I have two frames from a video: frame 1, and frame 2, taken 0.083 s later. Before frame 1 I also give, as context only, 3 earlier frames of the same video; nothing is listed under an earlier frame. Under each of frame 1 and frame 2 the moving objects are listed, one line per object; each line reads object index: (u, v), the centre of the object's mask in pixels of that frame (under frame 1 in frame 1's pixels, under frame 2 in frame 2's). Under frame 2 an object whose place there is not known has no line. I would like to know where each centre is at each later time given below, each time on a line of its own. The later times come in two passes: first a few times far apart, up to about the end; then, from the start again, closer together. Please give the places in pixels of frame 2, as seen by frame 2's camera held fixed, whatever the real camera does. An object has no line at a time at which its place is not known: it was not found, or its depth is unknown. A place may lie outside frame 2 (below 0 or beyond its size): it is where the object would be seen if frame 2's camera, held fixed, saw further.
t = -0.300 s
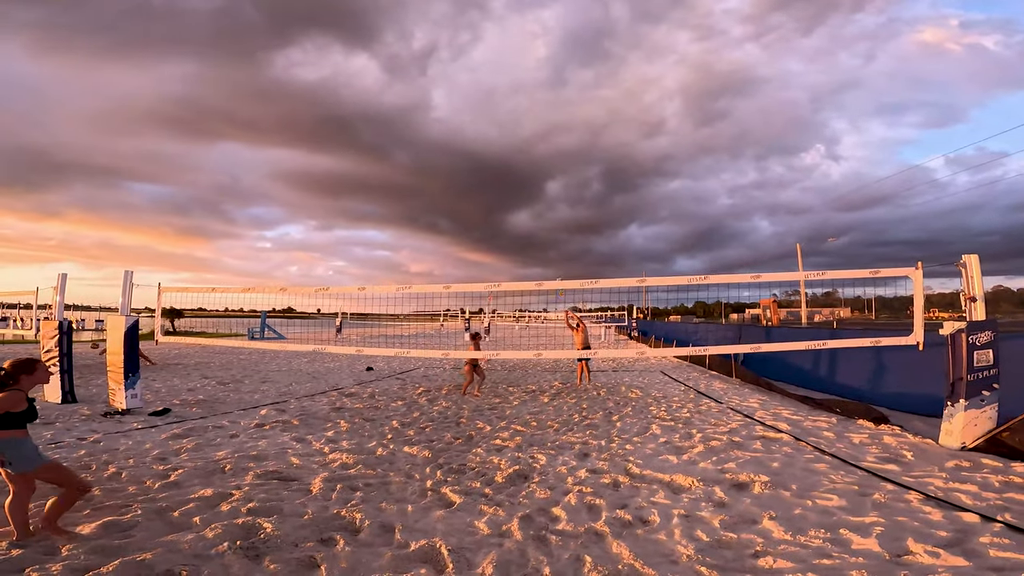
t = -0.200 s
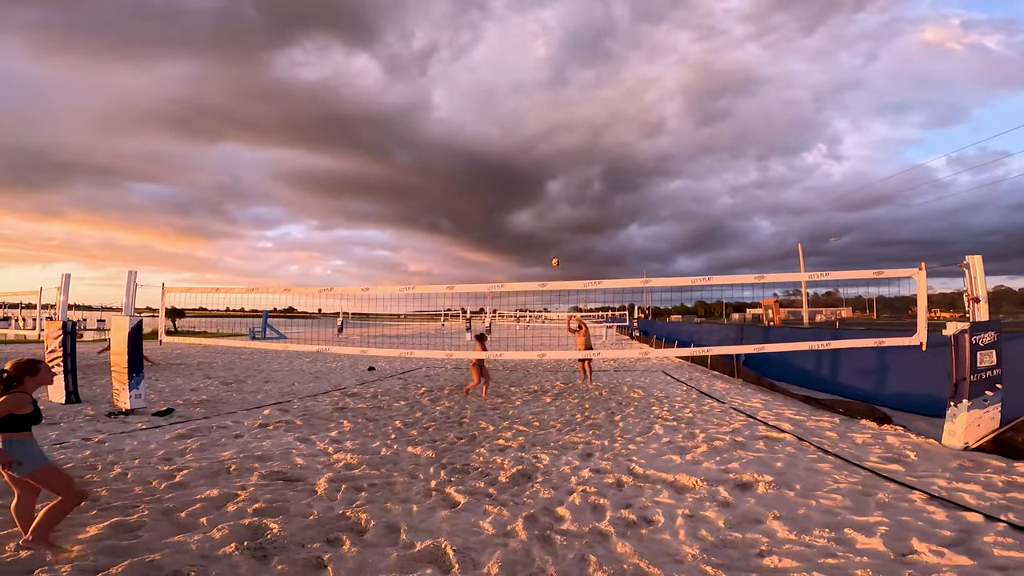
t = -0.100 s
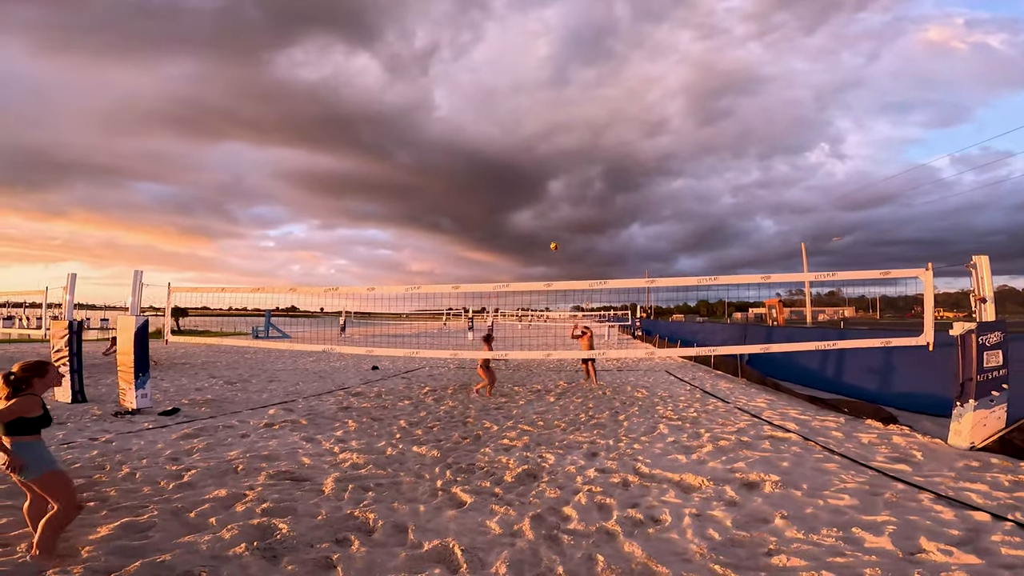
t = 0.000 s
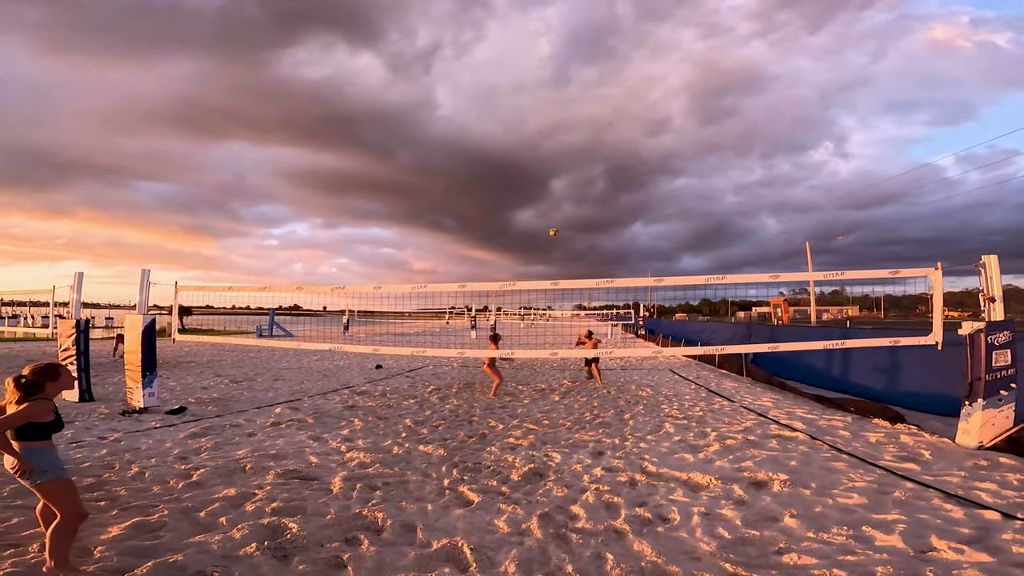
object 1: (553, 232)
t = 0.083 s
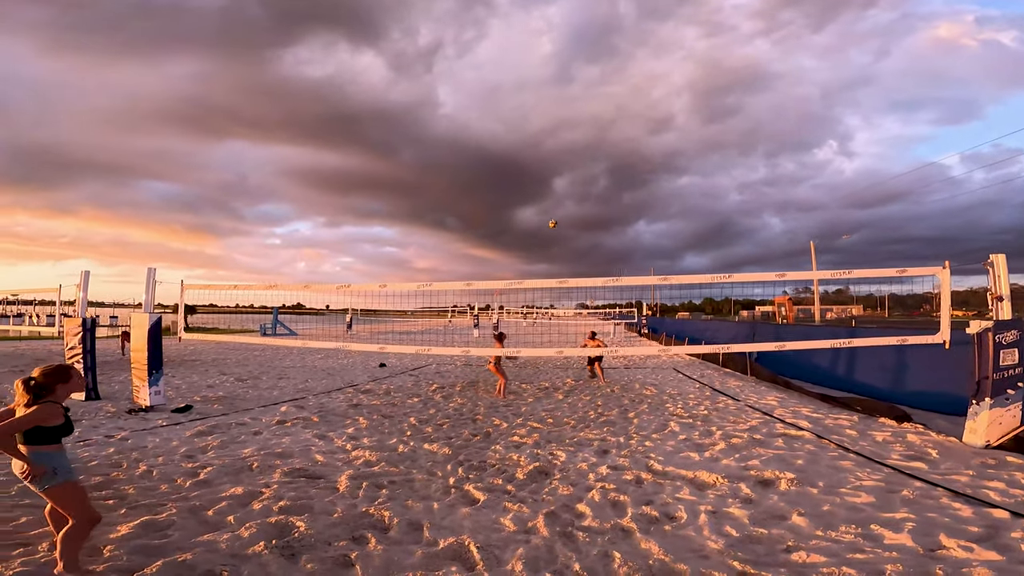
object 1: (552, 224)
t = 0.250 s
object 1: (545, 216)
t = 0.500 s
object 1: (531, 223)
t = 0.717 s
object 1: (519, 248)
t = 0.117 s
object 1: (551, 222)
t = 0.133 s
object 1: (550, 219)
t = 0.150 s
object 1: (549, 220)
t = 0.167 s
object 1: (549, 218)
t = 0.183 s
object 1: (548, 217)
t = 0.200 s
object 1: (547, 217)
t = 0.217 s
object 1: (547, 216)
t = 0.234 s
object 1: (546, 217)
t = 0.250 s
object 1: (545, 216)
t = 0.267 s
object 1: (544, 216)
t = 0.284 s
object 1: (543, 216)
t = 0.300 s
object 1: (542, 216)
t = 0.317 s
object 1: (541, 216)
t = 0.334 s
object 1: (540, 216)
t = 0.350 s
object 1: (539, 216)
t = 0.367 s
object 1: (538, 216)
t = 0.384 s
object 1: (538, 217)
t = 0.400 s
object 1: (537, 217)
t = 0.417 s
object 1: (536, 218)
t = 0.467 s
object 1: (533, 221)
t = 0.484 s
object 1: (532, 222)
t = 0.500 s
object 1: (531, 223)
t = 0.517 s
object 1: (531, 224)
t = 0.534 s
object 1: (530, 226)
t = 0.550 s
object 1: (529, 227)
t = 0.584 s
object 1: (527, 230)
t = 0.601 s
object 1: (526, 232)
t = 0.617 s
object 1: (525, 234)
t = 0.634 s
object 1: (524, 236)
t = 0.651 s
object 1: (523, 238)
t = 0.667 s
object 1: (522, 241)
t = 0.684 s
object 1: (521, 243)
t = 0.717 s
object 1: (519, 248)
